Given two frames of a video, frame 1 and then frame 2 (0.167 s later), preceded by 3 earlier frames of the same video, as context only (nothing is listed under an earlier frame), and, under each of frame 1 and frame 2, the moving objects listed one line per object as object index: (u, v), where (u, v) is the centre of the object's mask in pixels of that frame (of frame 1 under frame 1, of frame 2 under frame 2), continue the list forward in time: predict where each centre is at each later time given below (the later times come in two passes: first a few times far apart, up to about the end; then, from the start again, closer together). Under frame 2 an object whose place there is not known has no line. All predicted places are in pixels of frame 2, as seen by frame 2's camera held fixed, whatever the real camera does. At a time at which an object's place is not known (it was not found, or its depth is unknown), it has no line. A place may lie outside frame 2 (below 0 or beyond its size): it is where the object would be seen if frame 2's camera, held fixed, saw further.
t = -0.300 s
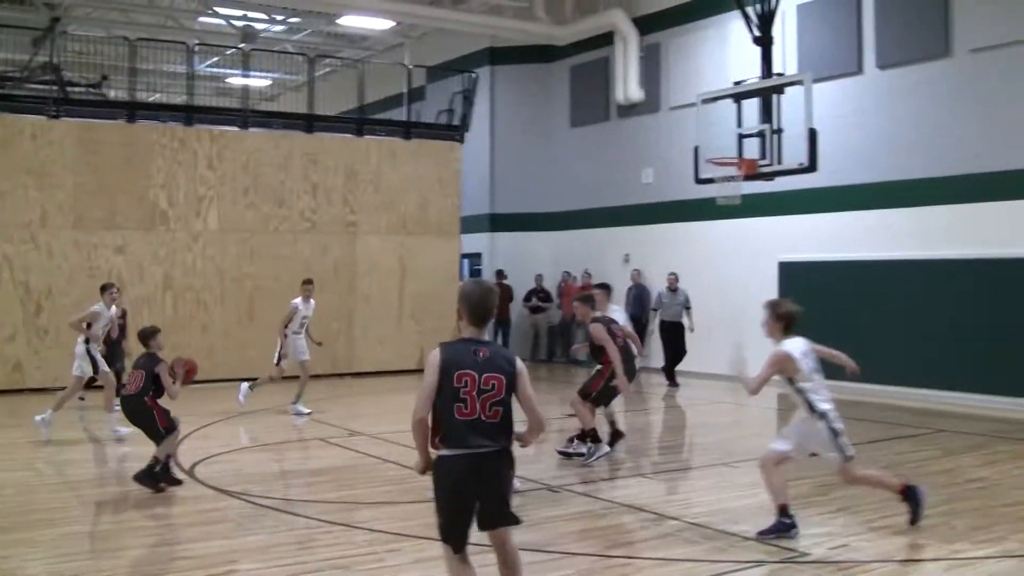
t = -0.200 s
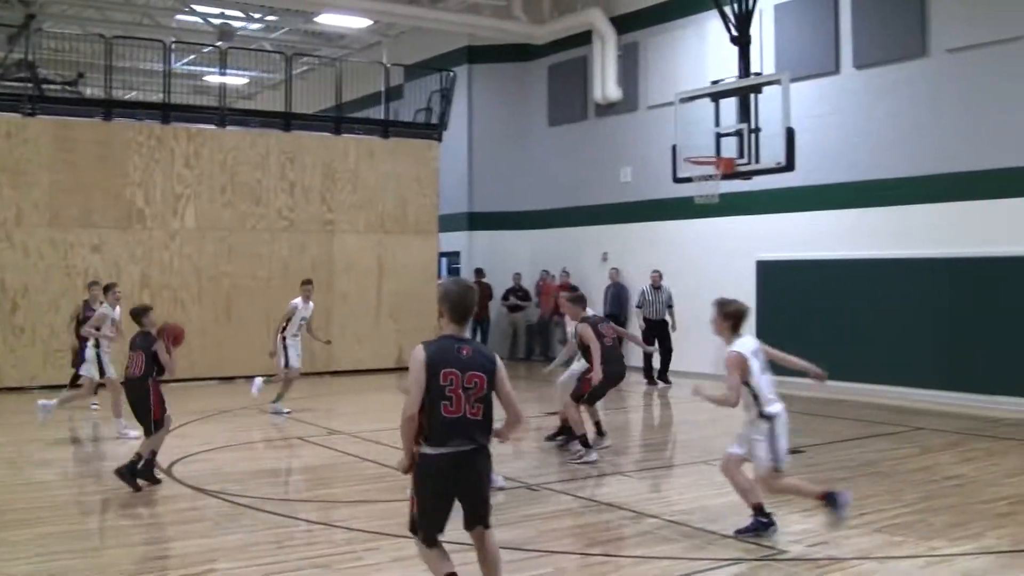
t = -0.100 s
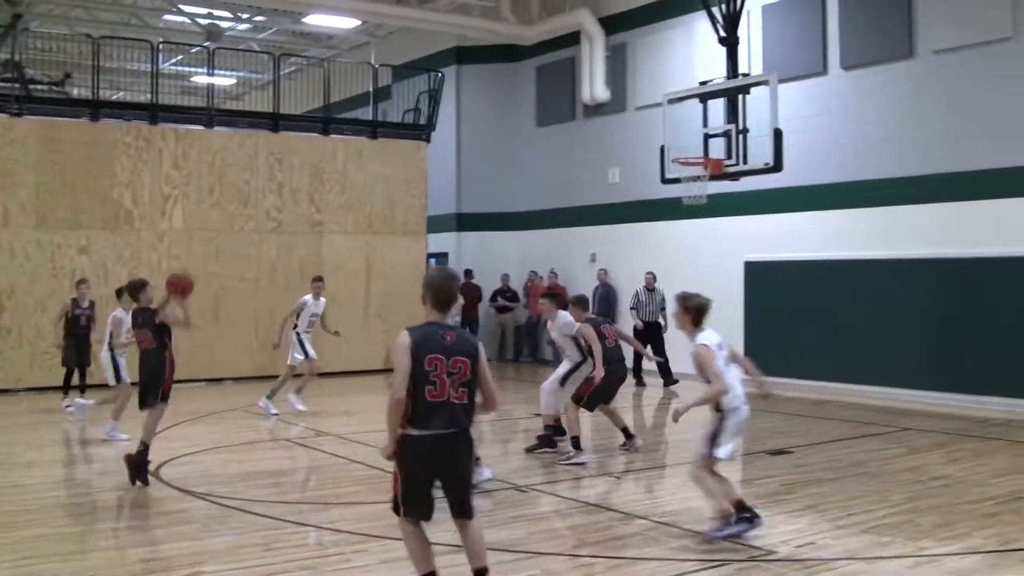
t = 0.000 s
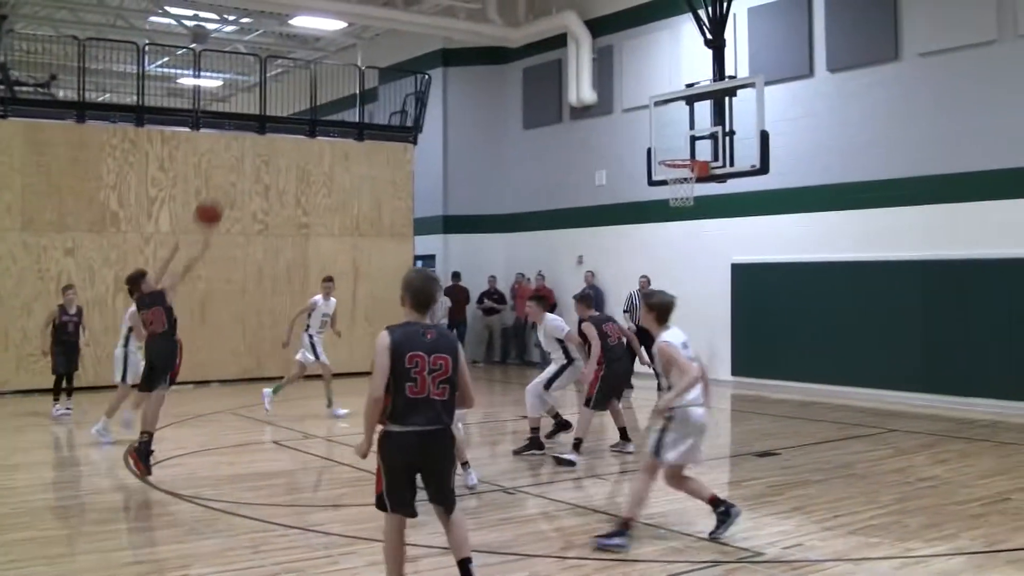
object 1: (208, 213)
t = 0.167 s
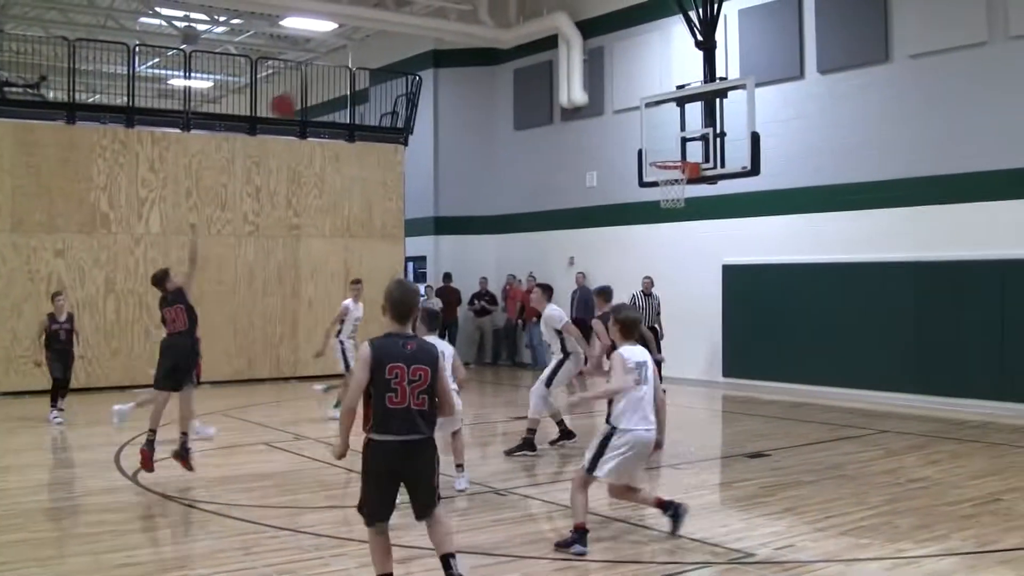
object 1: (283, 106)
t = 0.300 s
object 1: (344, 46)
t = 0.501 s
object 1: (430, 2)
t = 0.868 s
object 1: (563, 10)
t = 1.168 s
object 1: (658, 110)
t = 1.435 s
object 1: (689, 105)
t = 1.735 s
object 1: (653, 82)
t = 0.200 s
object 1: (298, 88)
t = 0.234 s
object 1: (314, 73)
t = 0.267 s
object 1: (329, 58)
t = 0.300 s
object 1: (344, 46)
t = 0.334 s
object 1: (359, 34)
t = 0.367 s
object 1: (373, 24)
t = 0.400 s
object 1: (388, 14)
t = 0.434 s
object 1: (401, 8)
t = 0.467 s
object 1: (417, 5)
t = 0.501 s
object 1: (430, 2)
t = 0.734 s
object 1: (517, -1)
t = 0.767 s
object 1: (527, 1)
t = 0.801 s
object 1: (540, 3)
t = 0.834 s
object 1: (552, 5)
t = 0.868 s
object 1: (563, 10)
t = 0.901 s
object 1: (575, 19)
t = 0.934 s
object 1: (585, 27)
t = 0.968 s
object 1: (595, 35)
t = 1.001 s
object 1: (607, 47)
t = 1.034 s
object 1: (617, 57)
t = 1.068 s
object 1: (627, 70)
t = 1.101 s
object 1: (637, 82)
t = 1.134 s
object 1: (648, 96)
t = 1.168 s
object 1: (658, 110)
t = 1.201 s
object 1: (667, 125)
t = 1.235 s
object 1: (677, 141)
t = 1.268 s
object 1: (684, 151)
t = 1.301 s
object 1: (686, 140)
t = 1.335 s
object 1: (688, 130)
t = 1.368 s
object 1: (690, 120)
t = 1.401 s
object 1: (692, 112)
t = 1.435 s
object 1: (689, 105)
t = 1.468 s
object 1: (684, 98)
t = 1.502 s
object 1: (681, 94)
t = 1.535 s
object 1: (677, 90)
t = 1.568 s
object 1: (673, 86)
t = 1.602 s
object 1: (669, 83)
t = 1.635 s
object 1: (665, 81)
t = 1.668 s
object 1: (661, 81)
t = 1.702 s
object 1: (657, 81)
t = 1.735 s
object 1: (653, 82)
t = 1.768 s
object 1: (649, 84)
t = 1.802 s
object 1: (645, 87)
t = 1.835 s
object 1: (641, 91)
